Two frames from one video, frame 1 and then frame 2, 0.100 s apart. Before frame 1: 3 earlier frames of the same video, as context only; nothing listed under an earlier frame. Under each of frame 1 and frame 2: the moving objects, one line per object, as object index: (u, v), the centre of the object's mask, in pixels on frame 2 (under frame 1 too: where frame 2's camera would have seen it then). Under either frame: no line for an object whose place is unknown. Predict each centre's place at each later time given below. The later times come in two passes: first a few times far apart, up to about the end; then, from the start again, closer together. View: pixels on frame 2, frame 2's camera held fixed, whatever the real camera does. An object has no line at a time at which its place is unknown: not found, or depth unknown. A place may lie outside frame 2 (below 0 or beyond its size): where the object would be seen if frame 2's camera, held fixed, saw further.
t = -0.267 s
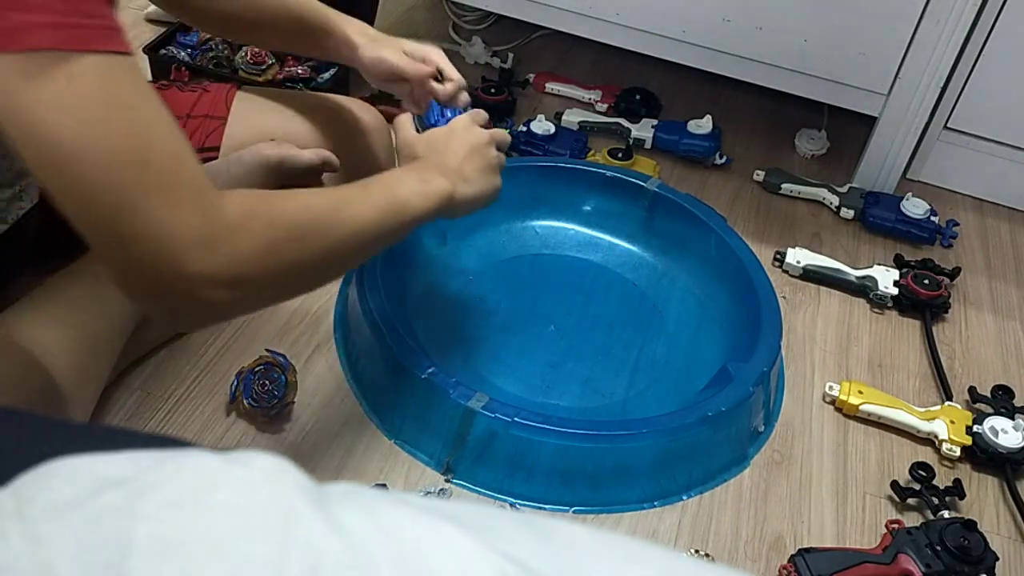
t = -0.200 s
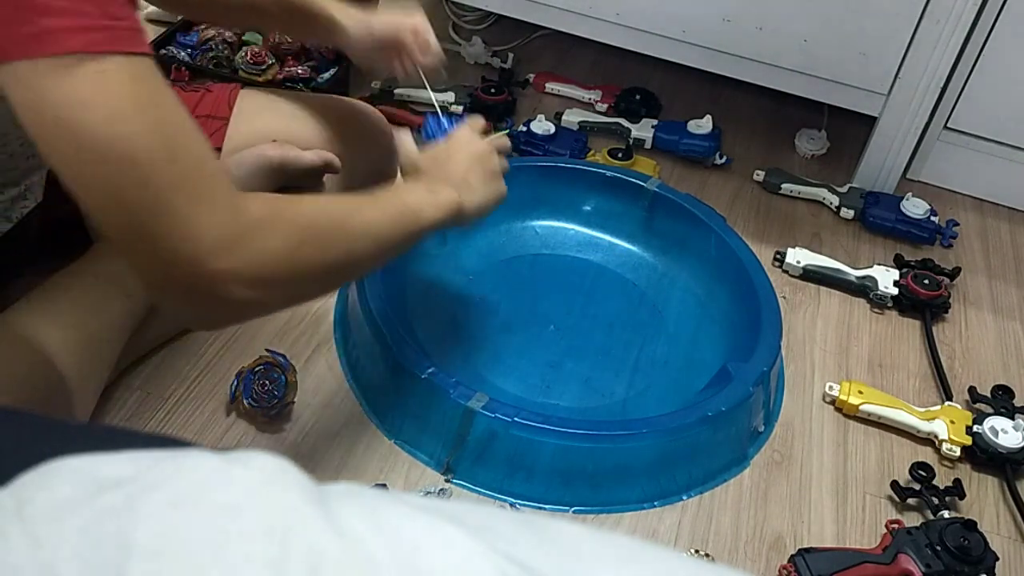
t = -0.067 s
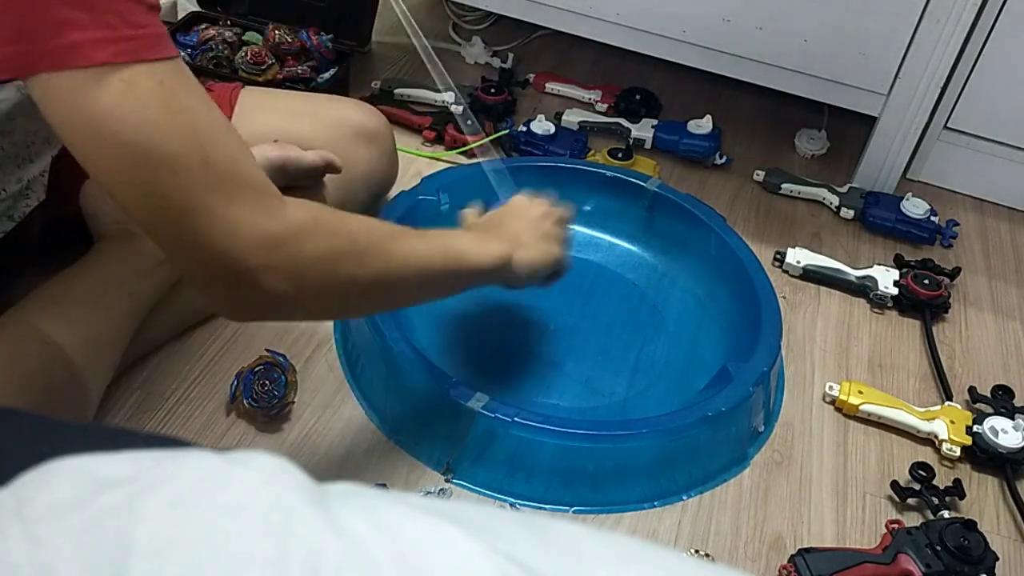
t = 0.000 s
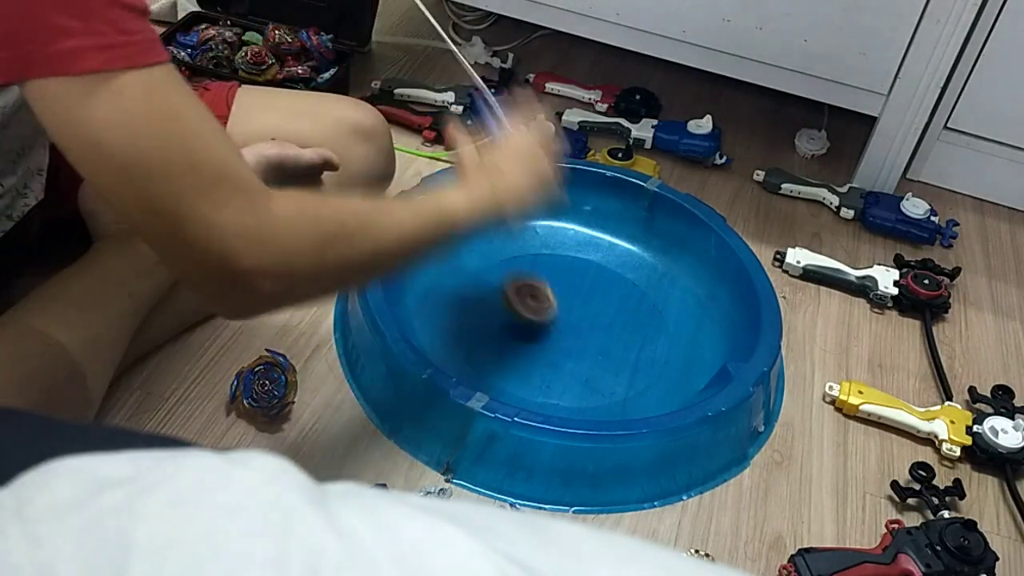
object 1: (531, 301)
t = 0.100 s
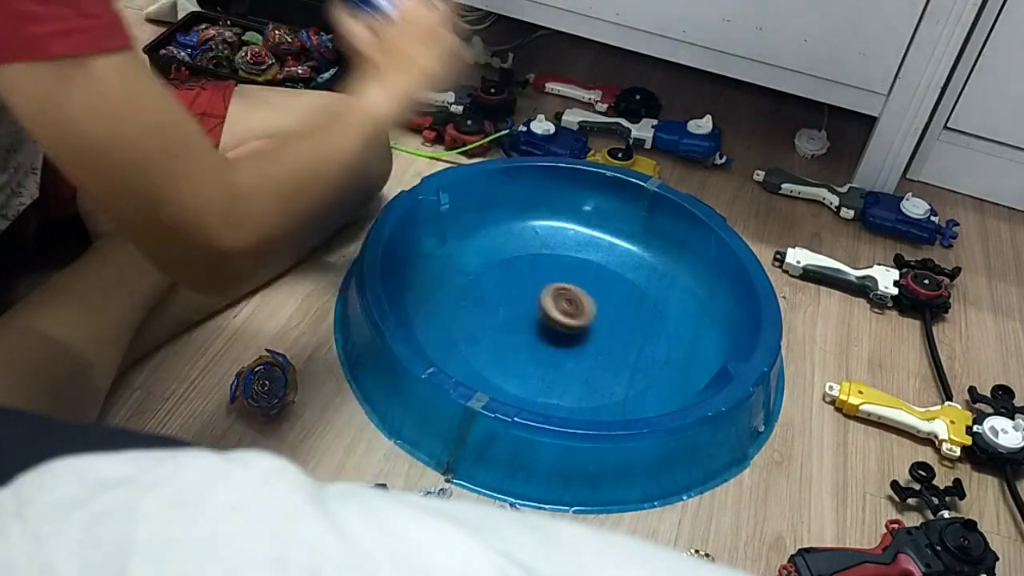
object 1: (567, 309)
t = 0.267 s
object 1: (611, 290)
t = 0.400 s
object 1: (639, 257)
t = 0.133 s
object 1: (578, 308)
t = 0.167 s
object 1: (588, 306)
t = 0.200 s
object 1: (596, 302)
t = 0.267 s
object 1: (611, 290)
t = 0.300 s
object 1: (618, 282)
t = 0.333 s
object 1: (625, 274)
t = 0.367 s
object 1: (633, 266)
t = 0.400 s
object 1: (639, 257)
